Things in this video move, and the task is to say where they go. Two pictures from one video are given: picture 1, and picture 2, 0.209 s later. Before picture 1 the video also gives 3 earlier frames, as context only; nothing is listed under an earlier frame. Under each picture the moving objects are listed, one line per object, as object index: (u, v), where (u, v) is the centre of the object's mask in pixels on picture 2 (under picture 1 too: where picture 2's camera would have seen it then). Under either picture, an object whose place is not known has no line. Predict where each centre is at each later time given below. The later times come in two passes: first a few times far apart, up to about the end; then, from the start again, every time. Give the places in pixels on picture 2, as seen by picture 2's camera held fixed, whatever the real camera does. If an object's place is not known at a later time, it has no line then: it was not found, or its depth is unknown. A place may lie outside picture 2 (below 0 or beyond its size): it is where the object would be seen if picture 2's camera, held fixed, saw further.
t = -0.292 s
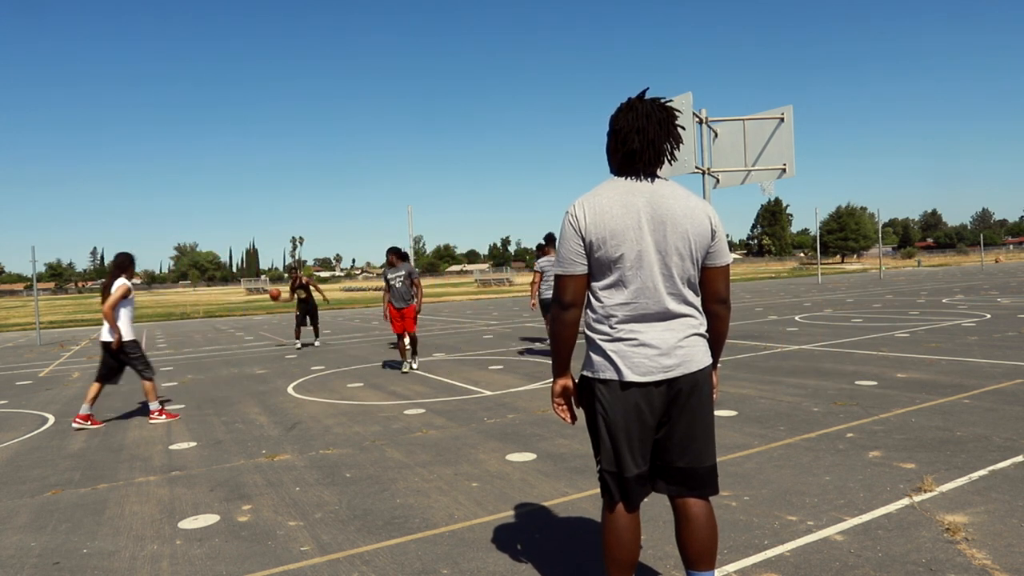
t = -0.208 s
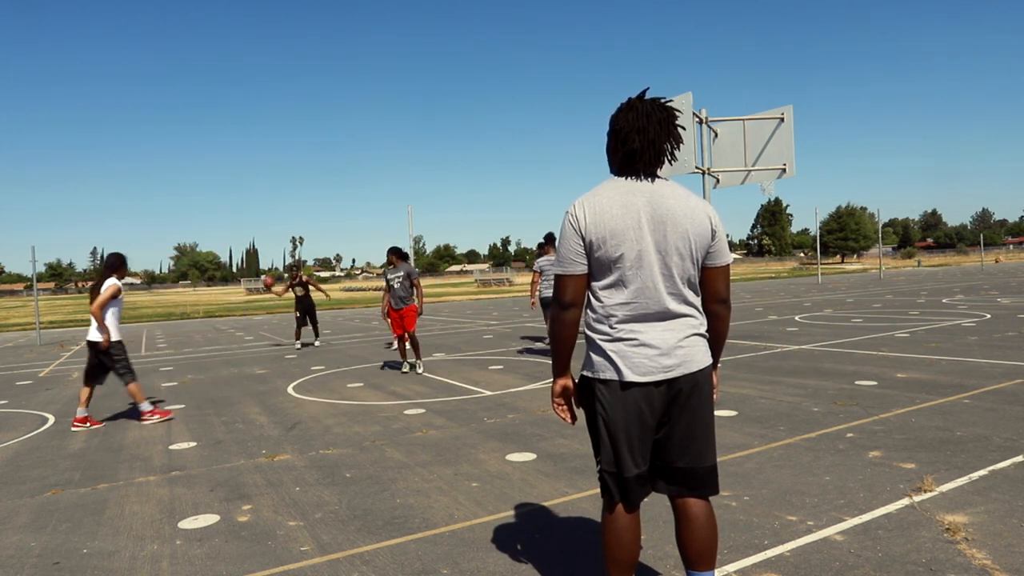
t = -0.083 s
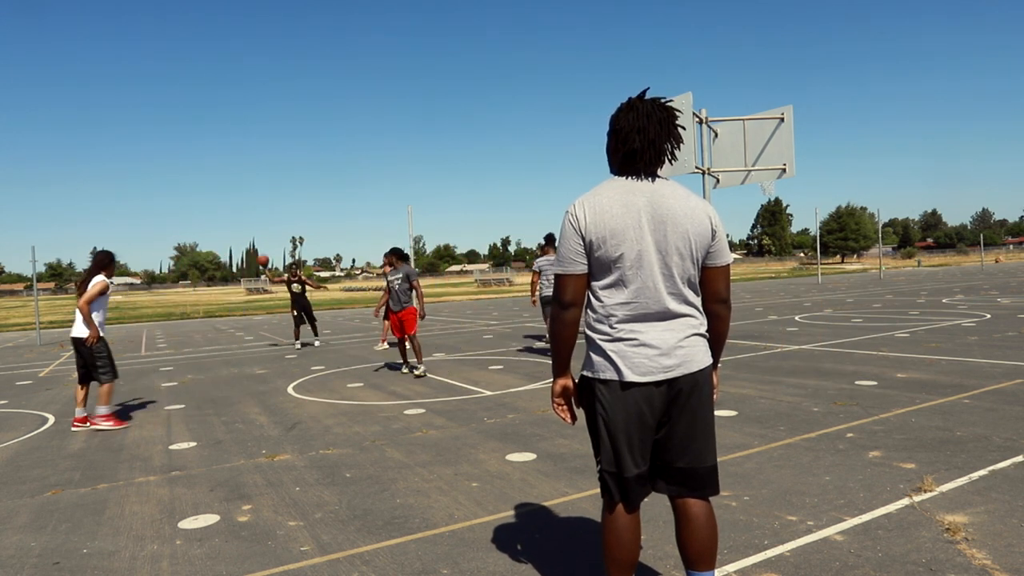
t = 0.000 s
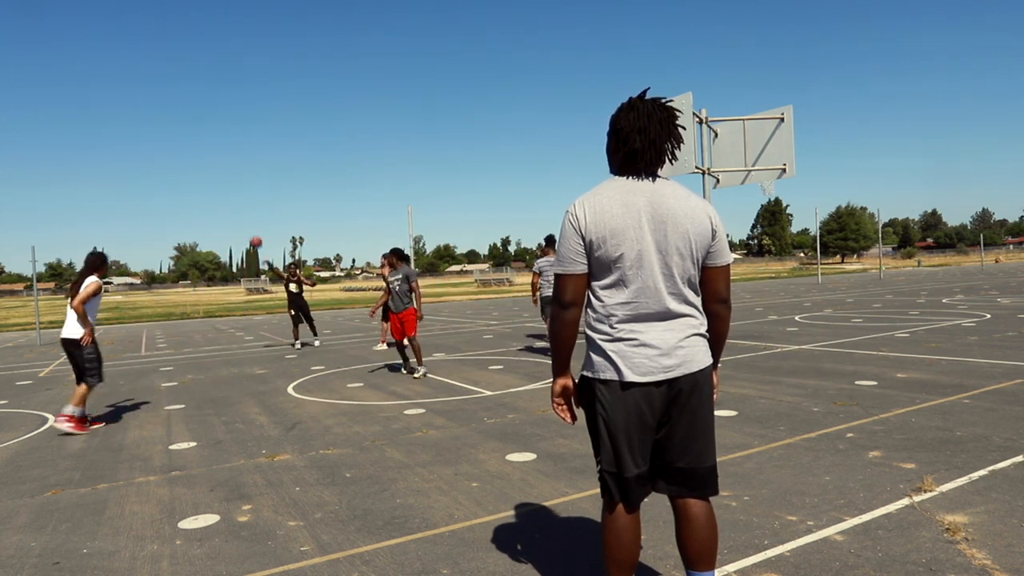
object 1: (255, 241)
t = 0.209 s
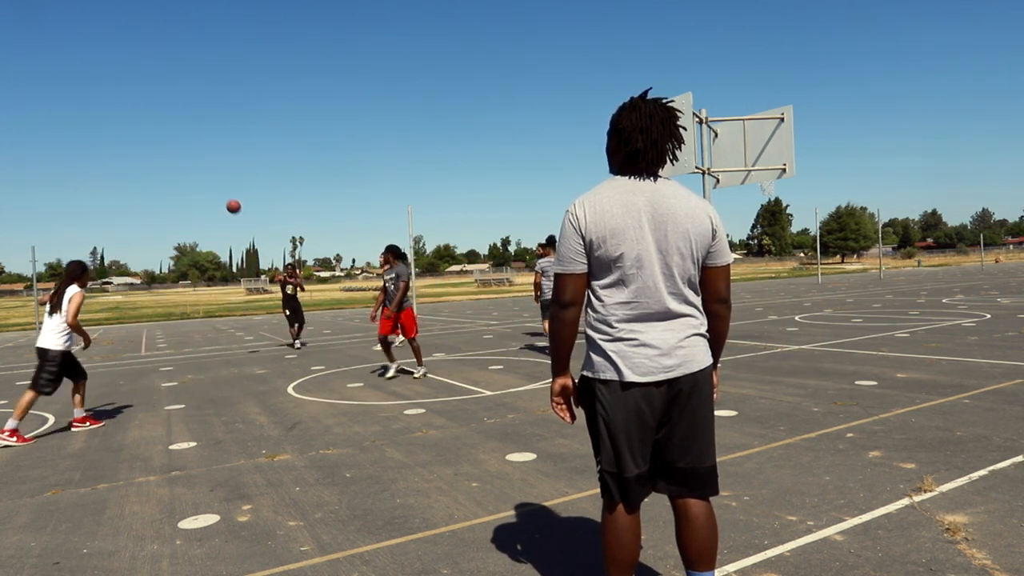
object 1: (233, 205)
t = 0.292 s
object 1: (223, 195)
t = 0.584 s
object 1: (183, 191)
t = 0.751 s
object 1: (153, 218)
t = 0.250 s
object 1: (228, 200)
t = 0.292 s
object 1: (223, 195)
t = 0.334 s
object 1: (217, 191)
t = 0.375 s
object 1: (213, 188)
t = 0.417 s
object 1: (207, 187)
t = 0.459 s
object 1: (202, 186)
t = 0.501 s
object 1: (196, 186)
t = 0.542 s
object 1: (189, 188)
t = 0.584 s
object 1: (183, 191)
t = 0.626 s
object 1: (176, 195)
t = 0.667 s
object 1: (168, 201)
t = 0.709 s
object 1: (161, 208)
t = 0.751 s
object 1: (153, 218)
